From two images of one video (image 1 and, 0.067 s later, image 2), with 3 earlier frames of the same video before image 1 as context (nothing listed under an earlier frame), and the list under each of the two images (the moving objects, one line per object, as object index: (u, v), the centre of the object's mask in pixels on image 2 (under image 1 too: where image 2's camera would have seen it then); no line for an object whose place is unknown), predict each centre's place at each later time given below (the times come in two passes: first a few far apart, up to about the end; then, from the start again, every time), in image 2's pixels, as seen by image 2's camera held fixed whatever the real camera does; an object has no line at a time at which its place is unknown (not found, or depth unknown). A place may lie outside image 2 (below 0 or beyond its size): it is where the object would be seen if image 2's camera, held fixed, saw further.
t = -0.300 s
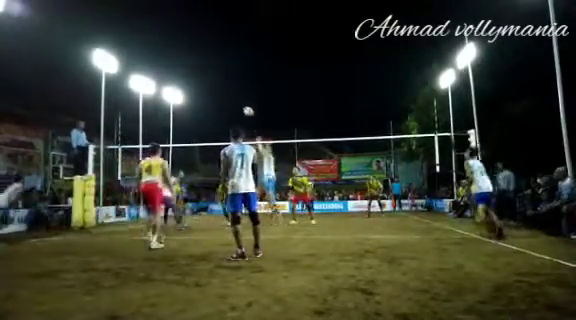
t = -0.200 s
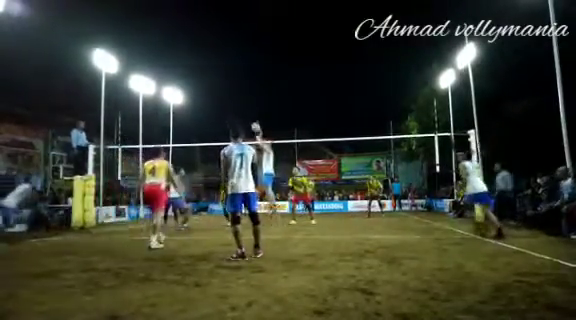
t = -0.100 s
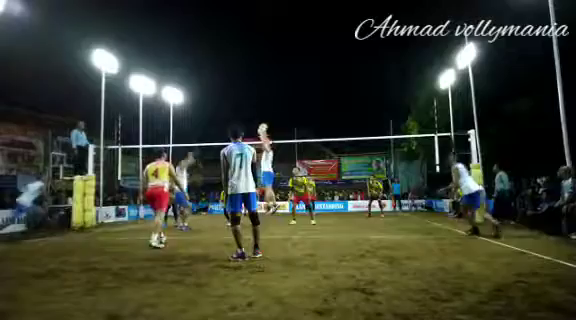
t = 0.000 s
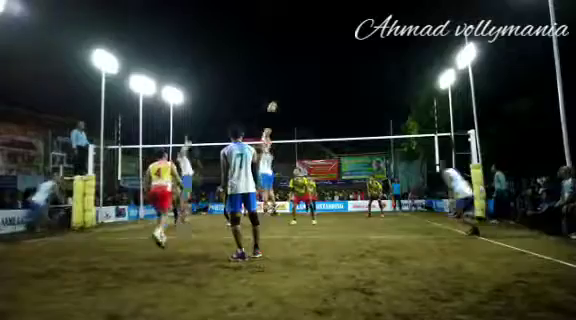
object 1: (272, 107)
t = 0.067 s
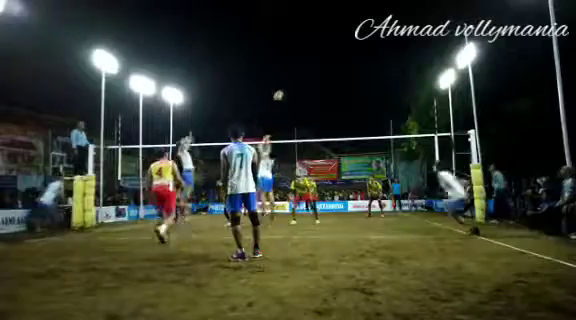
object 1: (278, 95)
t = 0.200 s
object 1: (291, 76)
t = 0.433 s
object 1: (313, 57)
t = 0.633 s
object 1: (333, 56)
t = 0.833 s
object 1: (352, 71)
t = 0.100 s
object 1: (281, 90)
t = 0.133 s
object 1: (285, 85)
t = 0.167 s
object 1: (288, 80)
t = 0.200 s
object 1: (291, 76)
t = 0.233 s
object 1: (294, 72)
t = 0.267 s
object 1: (297, 69)
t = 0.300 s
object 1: (300, 66)
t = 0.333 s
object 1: (304, 63)
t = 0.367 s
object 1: (307, 61)
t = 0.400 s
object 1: (310, 59)
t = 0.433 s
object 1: (313, 57)
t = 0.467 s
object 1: (317, 56)
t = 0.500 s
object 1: (320, 55)
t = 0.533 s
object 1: (323, 54)
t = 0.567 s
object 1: (326, 54)
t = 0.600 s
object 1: (330, 55)
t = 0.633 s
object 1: (333, 56)
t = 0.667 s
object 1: (336, 57)
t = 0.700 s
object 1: (339, 59)
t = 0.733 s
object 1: (342, 61)
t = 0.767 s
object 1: (346, 64)
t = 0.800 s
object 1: (349, 67)
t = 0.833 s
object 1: (352, 71)
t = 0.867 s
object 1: (355, 74)
